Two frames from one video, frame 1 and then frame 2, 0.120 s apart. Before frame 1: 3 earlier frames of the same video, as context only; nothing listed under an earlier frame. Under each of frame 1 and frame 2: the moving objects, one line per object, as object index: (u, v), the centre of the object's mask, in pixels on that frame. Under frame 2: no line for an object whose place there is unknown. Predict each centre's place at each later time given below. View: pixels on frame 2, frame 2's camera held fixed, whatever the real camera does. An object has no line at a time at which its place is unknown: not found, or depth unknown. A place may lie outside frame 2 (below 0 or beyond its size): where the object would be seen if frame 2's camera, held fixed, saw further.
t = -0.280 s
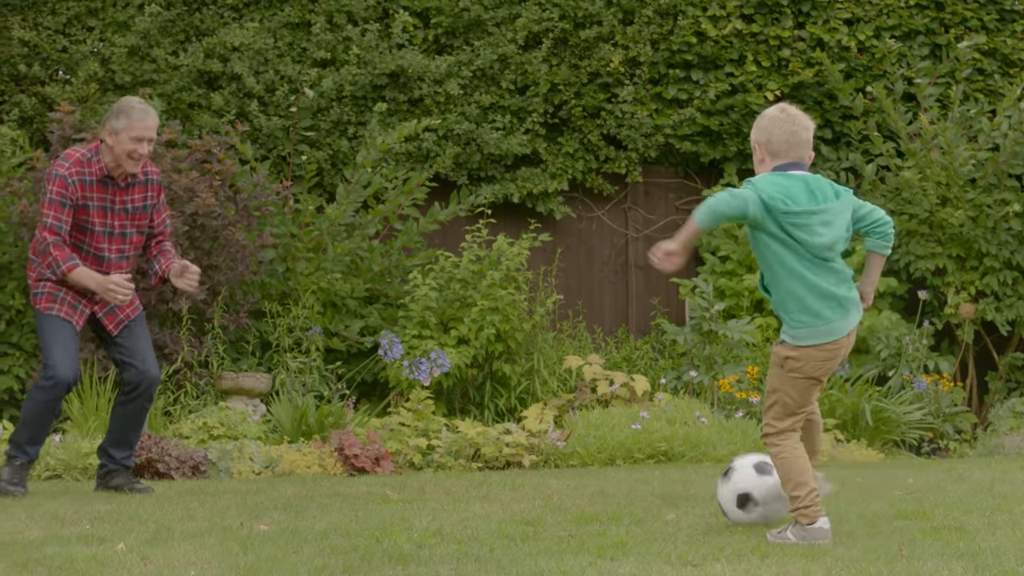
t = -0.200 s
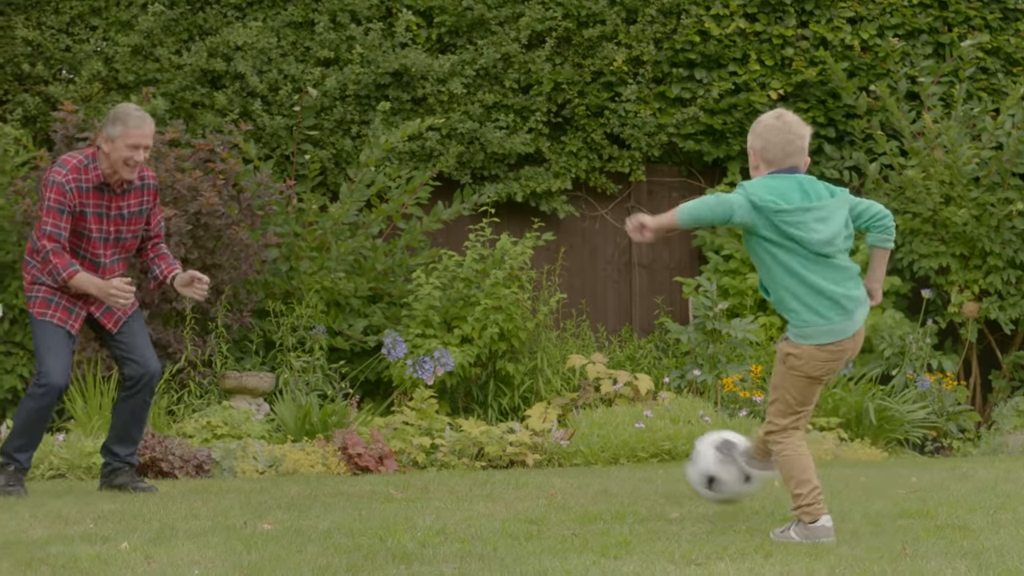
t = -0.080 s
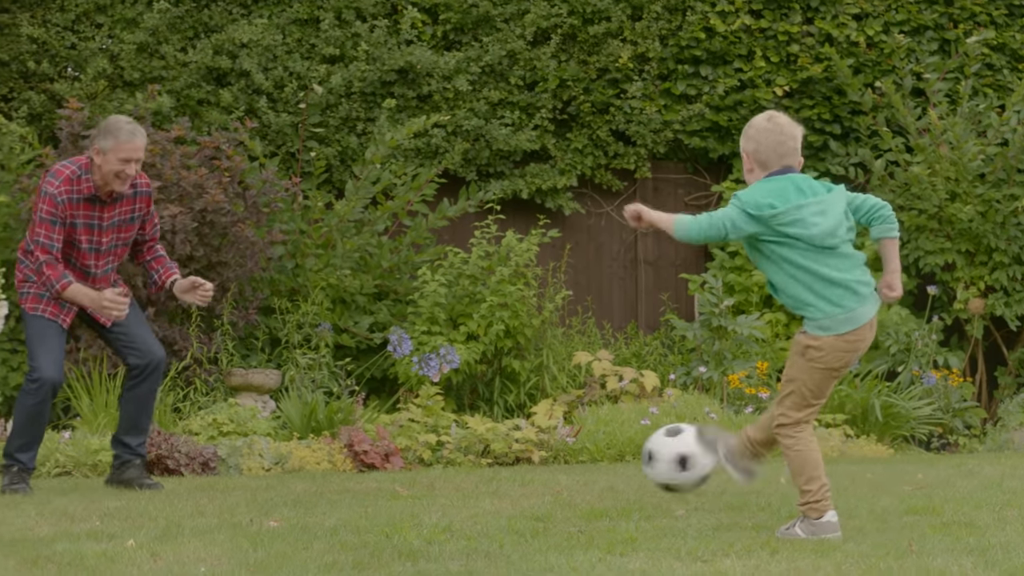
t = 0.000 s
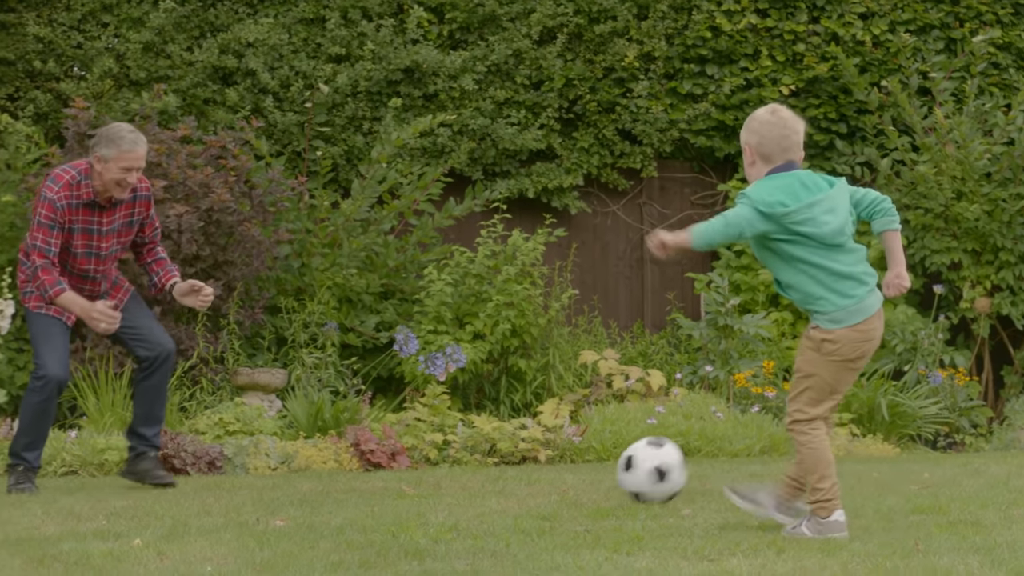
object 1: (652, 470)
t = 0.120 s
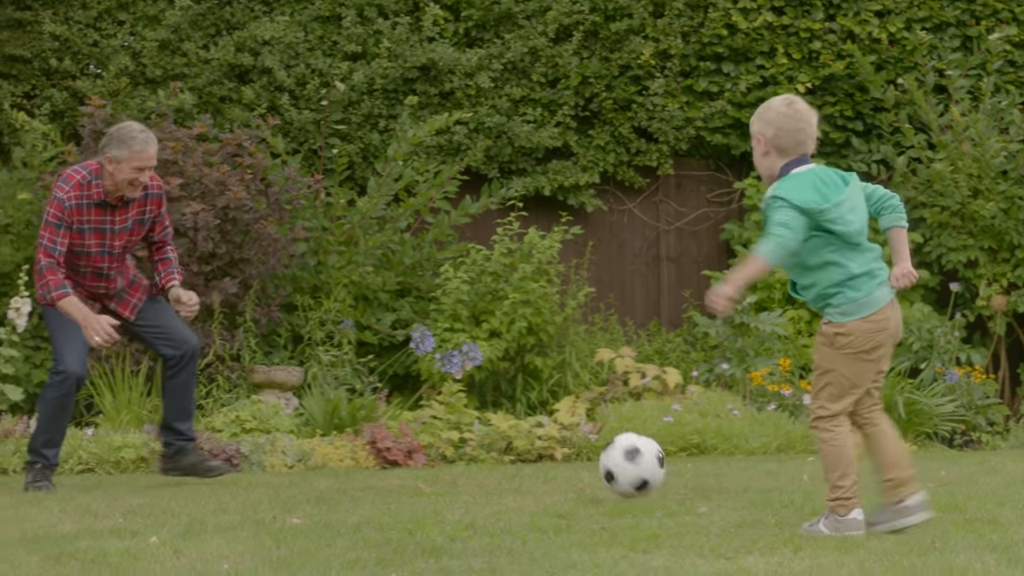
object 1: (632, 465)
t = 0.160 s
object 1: (621, 462)
